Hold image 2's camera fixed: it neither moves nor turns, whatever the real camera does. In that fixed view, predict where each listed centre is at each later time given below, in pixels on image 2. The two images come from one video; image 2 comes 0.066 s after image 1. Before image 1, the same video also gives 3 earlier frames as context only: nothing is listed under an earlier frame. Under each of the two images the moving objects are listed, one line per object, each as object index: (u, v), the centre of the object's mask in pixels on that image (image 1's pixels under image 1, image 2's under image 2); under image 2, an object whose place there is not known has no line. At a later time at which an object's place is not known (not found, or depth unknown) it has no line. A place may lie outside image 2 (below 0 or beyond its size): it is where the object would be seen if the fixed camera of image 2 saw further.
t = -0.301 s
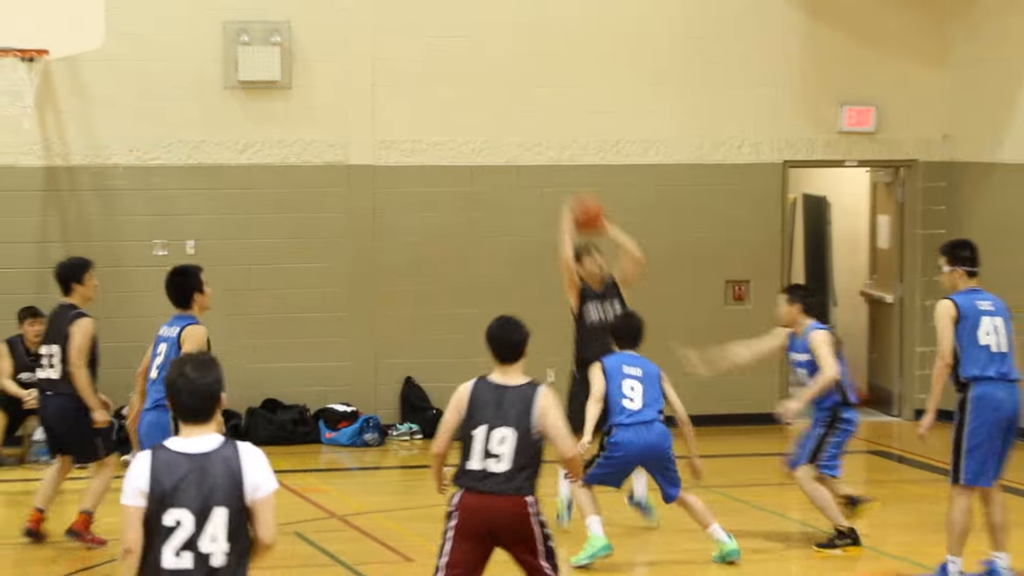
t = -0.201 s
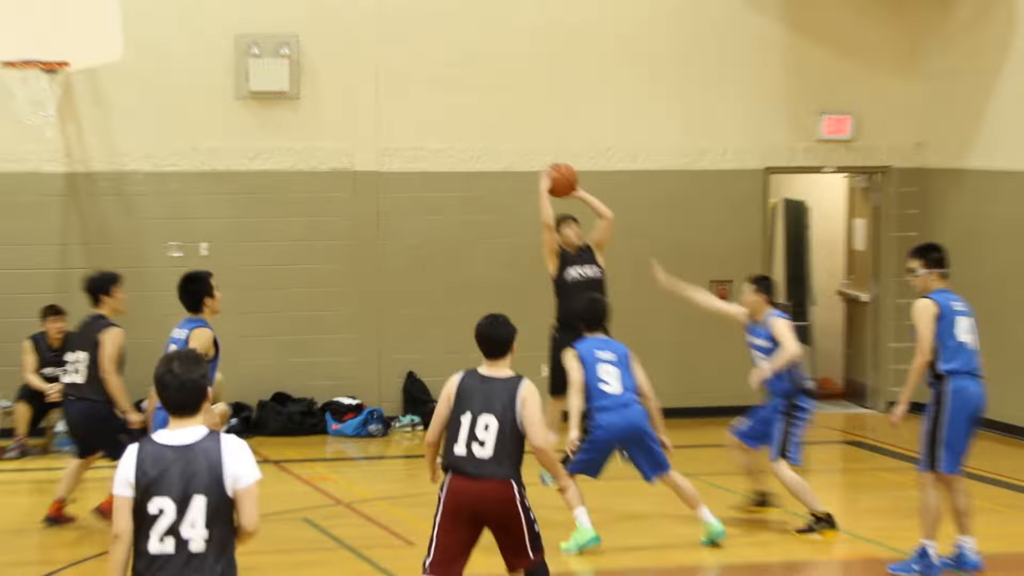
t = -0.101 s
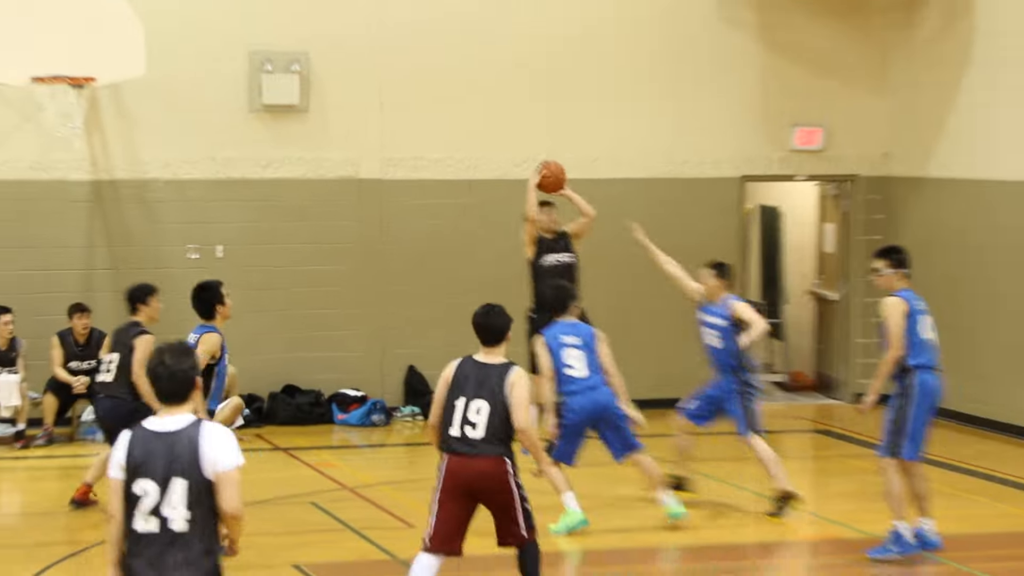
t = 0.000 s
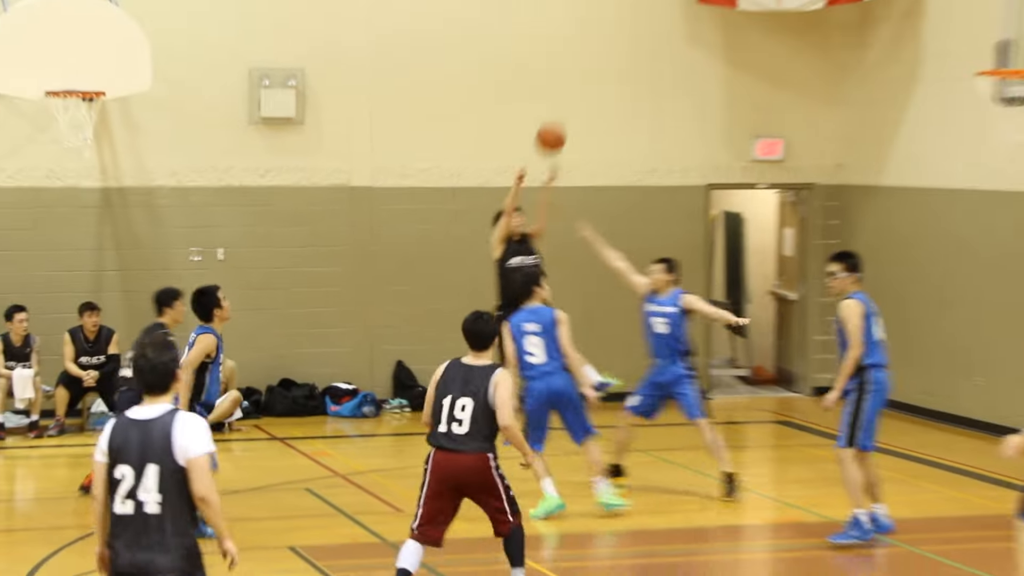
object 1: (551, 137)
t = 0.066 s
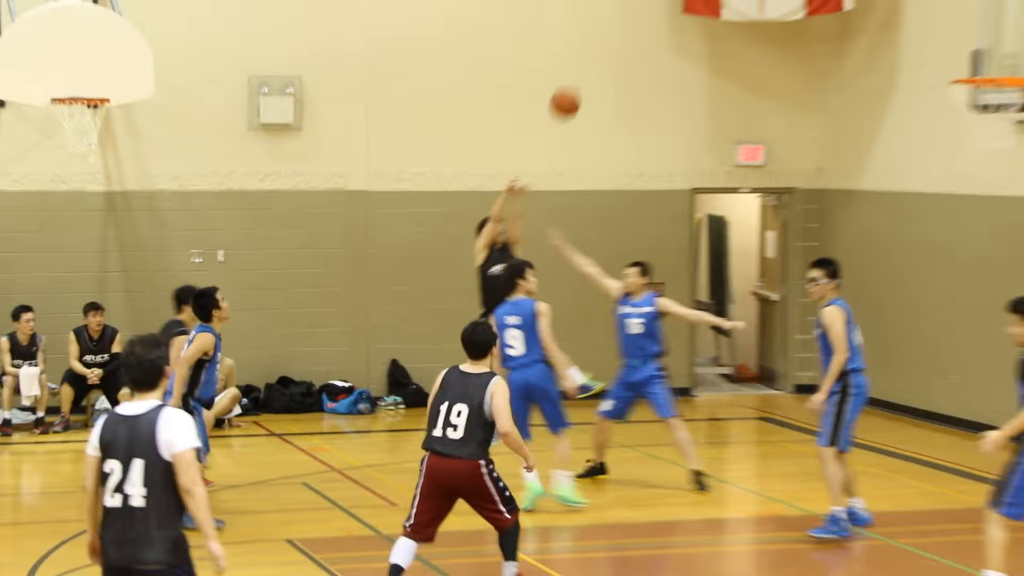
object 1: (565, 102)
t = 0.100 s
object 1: (580, 82)
